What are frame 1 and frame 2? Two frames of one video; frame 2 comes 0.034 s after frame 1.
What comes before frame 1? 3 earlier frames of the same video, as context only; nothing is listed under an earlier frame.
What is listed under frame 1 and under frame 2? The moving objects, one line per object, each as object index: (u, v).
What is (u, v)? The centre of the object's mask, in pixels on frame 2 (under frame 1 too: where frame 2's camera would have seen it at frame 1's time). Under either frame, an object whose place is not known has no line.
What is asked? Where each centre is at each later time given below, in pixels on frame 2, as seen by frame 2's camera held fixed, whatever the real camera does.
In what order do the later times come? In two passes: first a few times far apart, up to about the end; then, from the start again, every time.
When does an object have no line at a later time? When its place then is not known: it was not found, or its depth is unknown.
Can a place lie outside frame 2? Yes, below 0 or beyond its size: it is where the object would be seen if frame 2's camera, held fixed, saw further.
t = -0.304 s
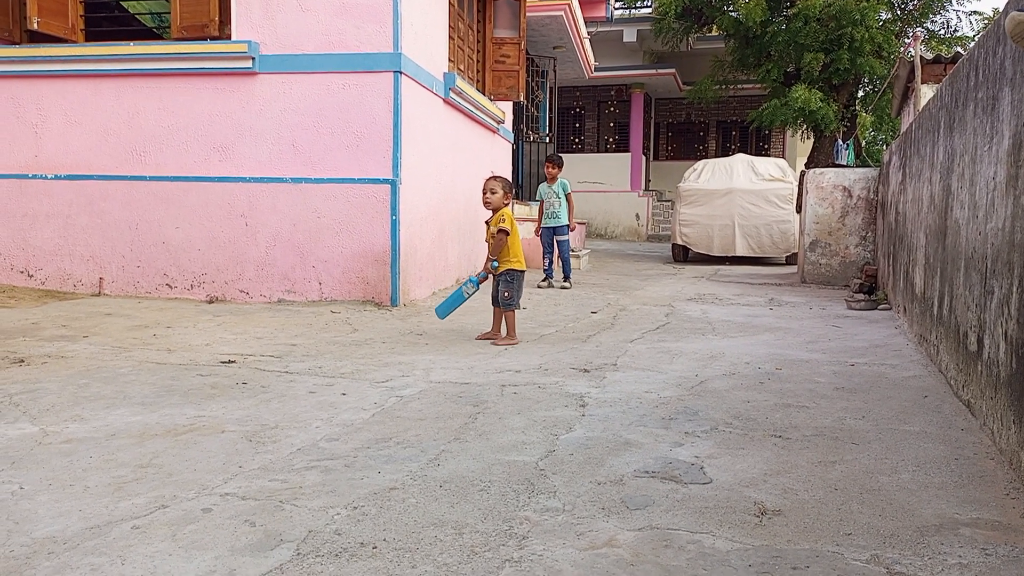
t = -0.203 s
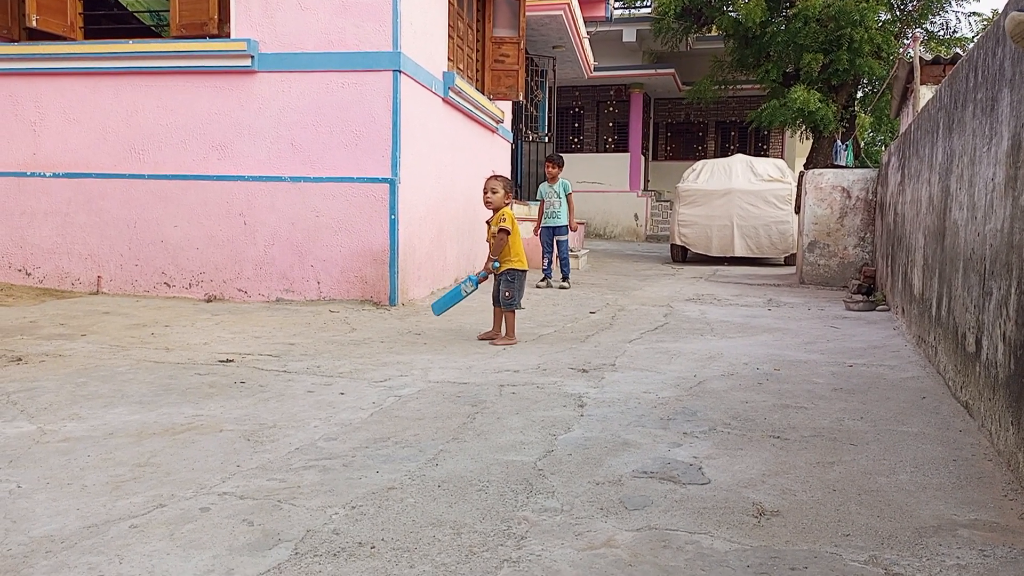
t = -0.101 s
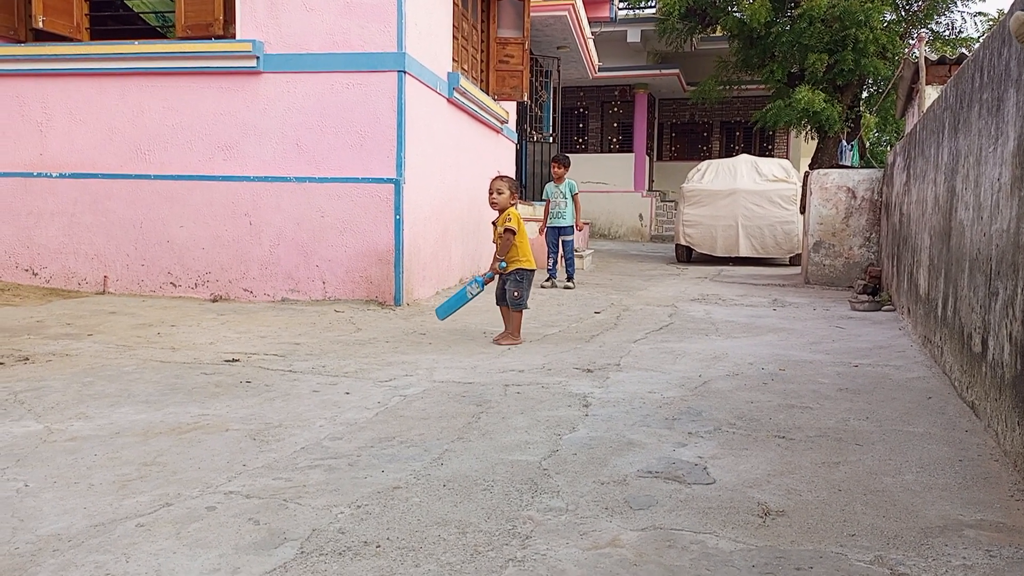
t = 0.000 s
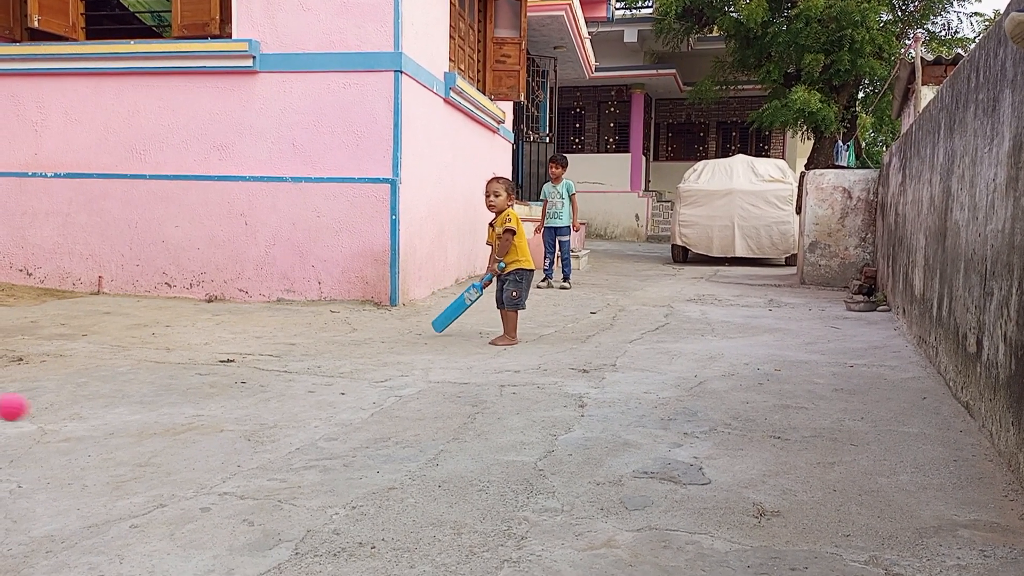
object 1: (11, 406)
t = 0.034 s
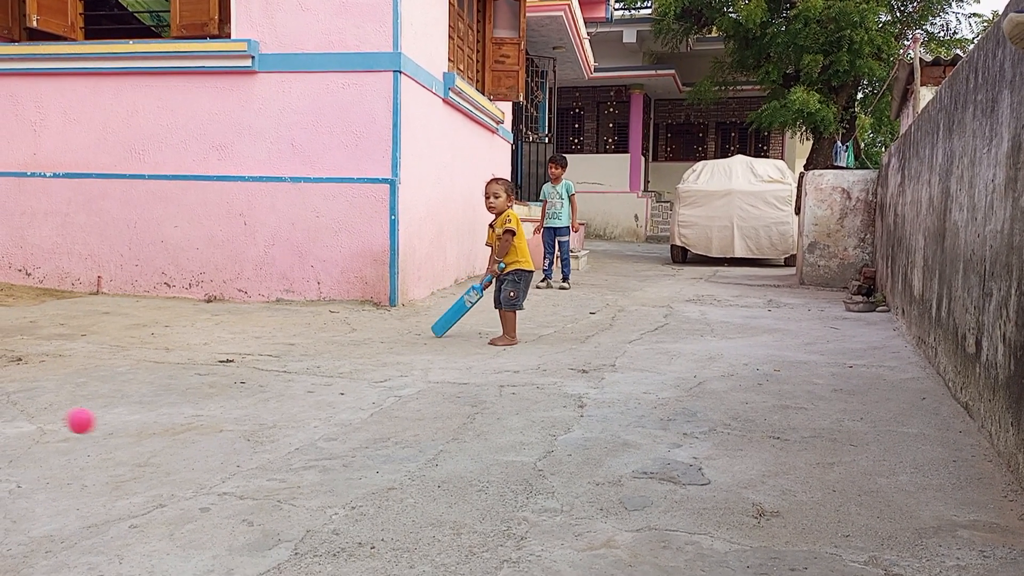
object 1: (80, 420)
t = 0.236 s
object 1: (282, 334)
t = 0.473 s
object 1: (402, 325)
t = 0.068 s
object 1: (139, 437)
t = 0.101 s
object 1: (183, 434)
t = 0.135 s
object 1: (211, 400)
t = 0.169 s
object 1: (236, 373)
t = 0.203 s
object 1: (260, 351)
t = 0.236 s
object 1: (282, 334)
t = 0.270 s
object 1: (303, 322)
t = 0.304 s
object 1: (322, 314)
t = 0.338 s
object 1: (340, 310)
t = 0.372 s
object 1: (357, 309)
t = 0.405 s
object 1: (373, 312)
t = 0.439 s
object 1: (388, 317)
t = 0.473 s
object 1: (402, 325)
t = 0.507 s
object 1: (415, 336)
